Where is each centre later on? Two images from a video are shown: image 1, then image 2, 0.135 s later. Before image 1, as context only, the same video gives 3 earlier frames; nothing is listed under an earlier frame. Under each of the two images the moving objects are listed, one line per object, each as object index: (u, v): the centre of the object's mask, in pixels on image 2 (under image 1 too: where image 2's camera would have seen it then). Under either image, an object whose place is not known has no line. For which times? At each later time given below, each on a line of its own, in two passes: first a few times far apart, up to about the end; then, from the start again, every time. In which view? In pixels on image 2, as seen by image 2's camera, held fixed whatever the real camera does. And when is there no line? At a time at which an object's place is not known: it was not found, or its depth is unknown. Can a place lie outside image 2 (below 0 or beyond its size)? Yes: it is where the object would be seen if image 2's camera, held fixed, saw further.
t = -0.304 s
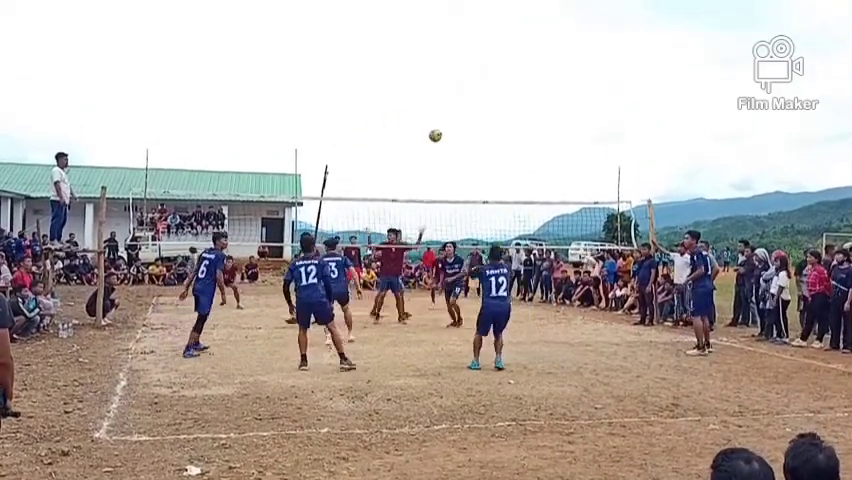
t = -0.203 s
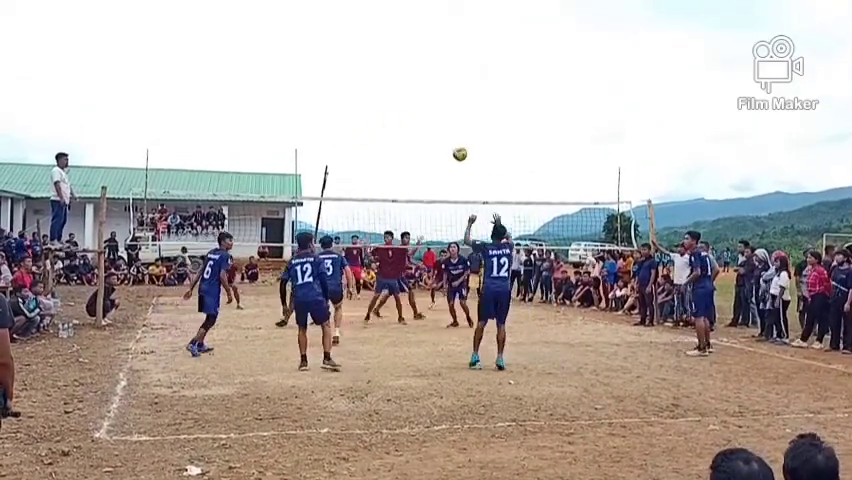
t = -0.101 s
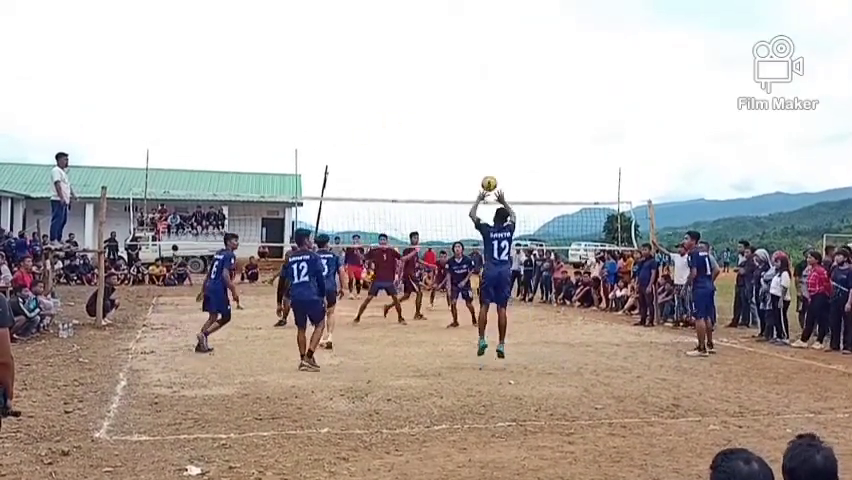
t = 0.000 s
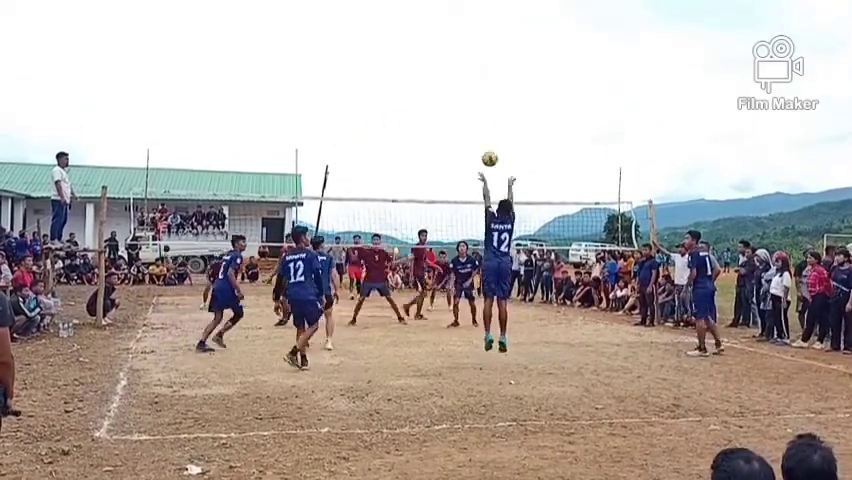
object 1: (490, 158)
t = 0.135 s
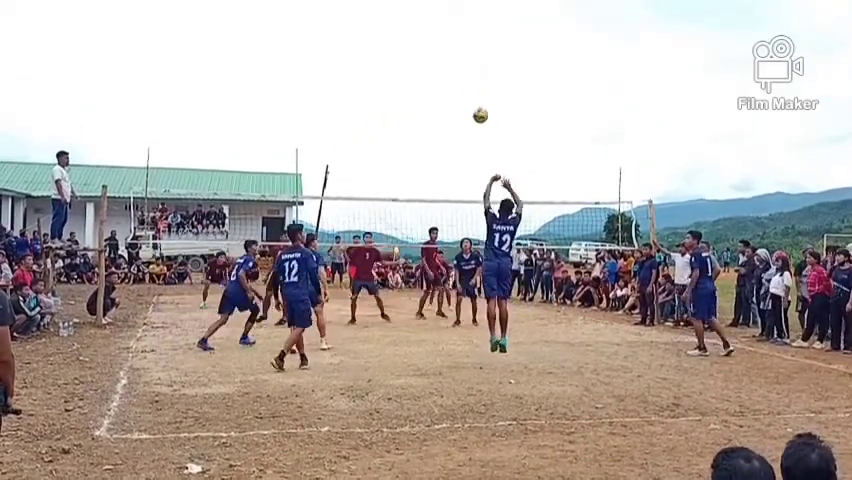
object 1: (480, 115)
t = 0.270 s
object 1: (472, 89)
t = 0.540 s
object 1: (458, 76)
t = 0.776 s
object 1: (447, 101)
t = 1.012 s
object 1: (437, 154)
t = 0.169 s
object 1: (478, 107)
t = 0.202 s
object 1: (476, 100)
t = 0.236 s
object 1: (473, 94)
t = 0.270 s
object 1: (472, 89)
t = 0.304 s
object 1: (469, 85)
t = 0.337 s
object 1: (467, 82)
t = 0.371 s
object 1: (466, 79)
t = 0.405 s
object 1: (464, 77)
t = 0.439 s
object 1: (463, 76)
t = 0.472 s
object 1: (461, 75)
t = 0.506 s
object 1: (459, 75)
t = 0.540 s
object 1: (458, 76)
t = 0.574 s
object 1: (456, 78)
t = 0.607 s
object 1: (454, 80)
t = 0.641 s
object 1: (453, 83)
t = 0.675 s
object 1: (451, 86)
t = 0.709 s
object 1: (450, 91)
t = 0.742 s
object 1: (448, 96)
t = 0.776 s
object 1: (447, 101)
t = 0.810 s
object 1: (445, 107)
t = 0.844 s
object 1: (444, 113)
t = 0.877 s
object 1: (442, 121)
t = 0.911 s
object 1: (441, 128)
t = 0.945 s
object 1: (440, 136)
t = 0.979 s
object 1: (439, 145)
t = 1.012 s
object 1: (437, 154)
